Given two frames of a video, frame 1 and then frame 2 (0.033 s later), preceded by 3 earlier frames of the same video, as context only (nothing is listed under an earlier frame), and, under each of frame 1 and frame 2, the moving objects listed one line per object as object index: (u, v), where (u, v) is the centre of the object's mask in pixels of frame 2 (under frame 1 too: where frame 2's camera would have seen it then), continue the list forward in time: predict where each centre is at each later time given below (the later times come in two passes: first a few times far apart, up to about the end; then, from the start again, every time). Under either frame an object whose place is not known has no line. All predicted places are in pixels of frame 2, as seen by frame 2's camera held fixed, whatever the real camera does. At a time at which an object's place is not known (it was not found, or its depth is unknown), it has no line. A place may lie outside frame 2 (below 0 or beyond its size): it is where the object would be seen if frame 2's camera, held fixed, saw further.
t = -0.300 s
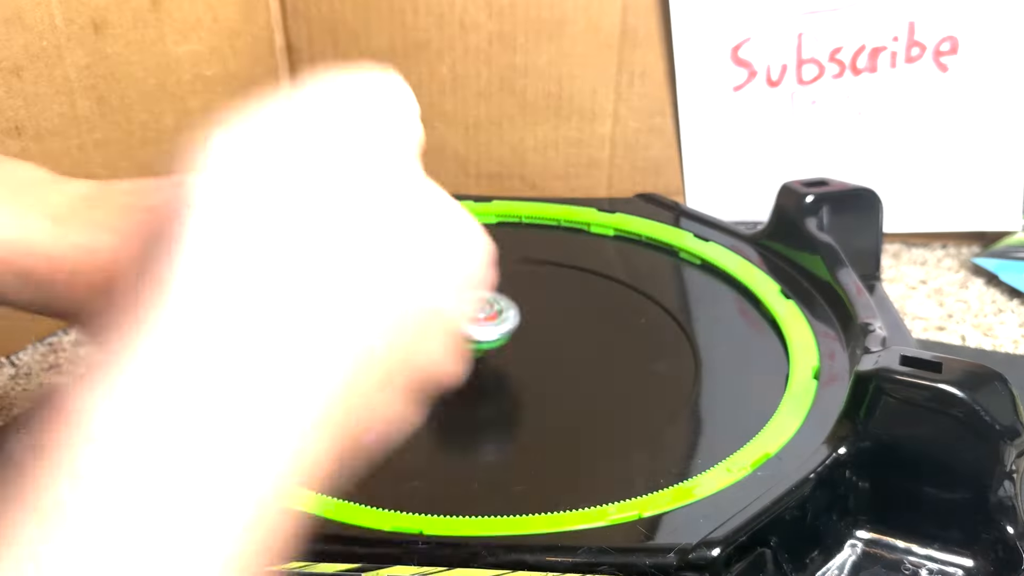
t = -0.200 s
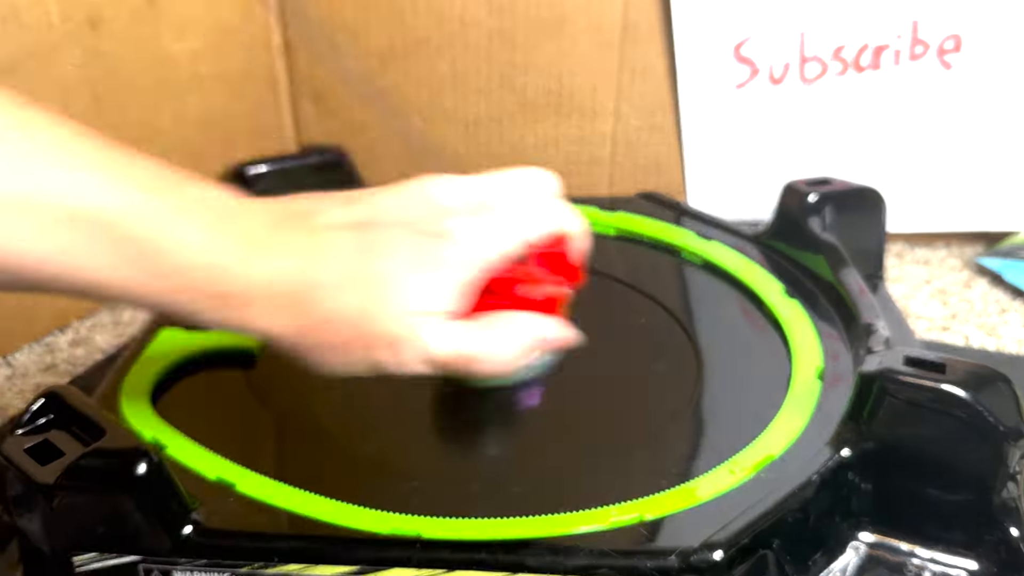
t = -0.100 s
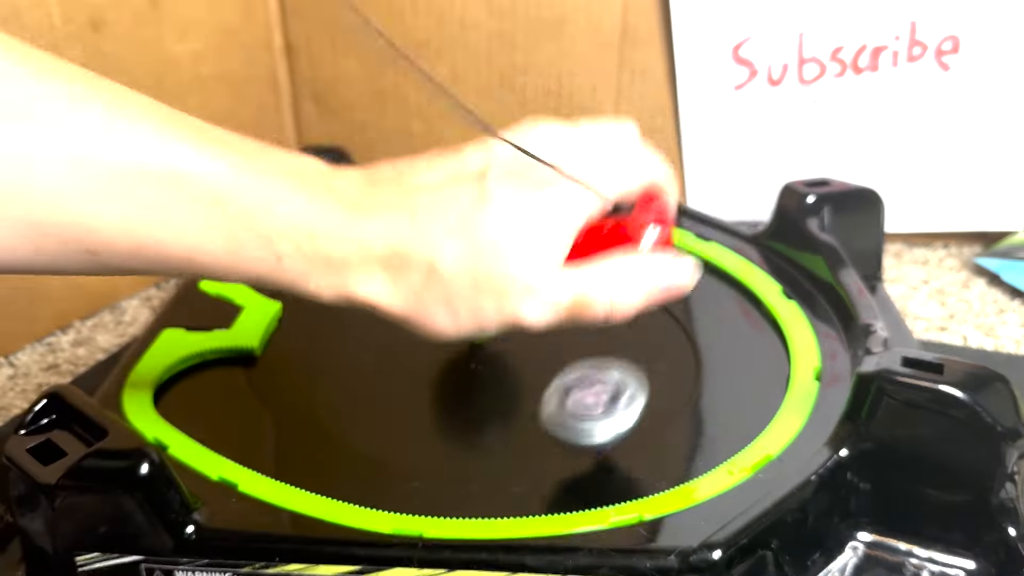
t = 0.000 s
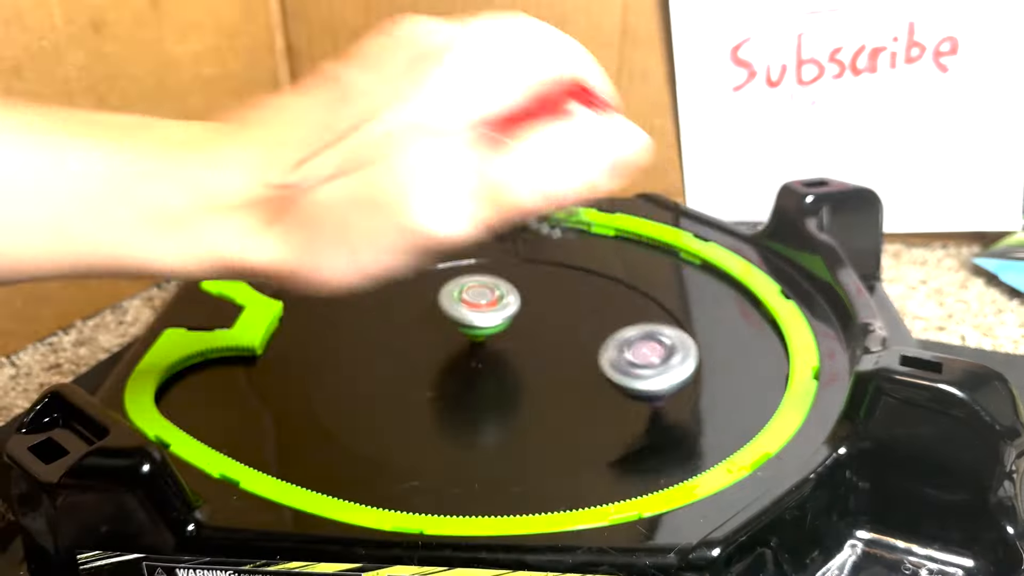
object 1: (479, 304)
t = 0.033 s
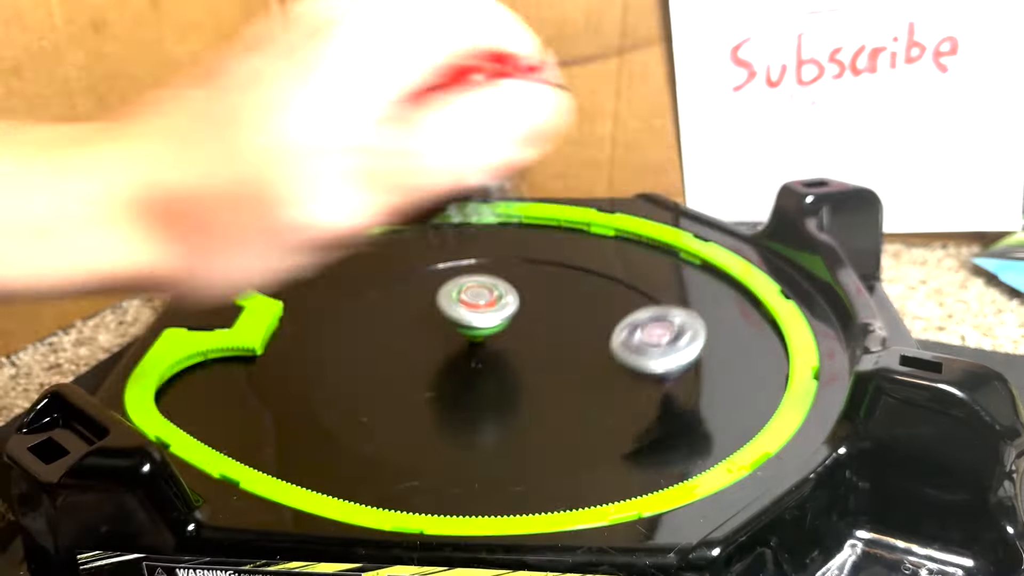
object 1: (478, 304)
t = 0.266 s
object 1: (482, 313)
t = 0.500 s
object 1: (518, 322)
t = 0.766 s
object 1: (547, 317)
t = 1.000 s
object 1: (540, 318)
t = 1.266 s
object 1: (528, 337)
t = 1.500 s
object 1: (532, 346)
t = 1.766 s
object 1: (517, 353)
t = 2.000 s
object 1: (507, 357)
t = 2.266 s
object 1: (484, 352)
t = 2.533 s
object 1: (455, 351)
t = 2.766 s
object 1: (455, 348)
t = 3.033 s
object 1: (421, 315)
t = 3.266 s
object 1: (258, 239)
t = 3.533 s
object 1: (277, 248)
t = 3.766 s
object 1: (340, 275)
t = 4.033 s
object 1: (409, 320)
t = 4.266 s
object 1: (496, 330)
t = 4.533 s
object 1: (471, 290)
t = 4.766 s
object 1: (441, 308)
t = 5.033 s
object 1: (252, 237)
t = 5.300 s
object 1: (530, 375)
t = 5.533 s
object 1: (703, 340)
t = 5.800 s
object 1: (580, 262)
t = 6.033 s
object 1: (506, 258)
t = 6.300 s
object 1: (486, 305)
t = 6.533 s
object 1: (507, 354)
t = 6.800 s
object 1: (557, 381)
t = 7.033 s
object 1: (567, 374)
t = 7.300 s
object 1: (521, 362)
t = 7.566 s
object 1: (234, 341)
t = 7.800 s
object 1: (188, 382)
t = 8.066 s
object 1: (281, 366)
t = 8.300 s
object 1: (396, 333)
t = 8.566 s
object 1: (527, 295)
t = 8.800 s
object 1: (578, 265)
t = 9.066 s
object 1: (570, 281)
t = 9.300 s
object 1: (567, 326)
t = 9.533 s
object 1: (581, 366)
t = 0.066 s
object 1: (476, 305)
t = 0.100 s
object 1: (476, 305)
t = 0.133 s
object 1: (476, 307)
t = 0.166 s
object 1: (477, 309)
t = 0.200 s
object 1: (478, 310)
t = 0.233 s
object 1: (479, 312)
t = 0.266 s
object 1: (482, 313)
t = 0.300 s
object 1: (486, 314)
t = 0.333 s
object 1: (490, 316)
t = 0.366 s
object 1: (496, 317)
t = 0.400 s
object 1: (501, 319)
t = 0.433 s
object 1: (506, 320)
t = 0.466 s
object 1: (512, 321)
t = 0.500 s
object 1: (518, 322)
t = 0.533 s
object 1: (523, 321)
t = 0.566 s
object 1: (528, 321)
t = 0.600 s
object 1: (533, 321)
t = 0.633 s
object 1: (537, 320)
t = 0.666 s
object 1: (540, 320)
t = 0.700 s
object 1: (543, 319)
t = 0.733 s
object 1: (546, 318)
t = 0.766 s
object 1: (547, 317)
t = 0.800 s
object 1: (549, 317)
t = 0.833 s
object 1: (549, 316)
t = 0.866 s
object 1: (549, 316)
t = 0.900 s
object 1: (547, 316)
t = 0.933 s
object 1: (545, 316)
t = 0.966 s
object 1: (543, 317)
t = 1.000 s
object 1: (540, 318)
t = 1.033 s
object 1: (538, 319)
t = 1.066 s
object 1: (536, 321)
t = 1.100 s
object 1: (534, 323)
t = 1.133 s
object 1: (533, 326)
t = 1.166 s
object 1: (533, 329)
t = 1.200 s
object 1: (530, 331)
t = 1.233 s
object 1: (529, 334)
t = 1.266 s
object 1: (528, 337)
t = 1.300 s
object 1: (529, 340)
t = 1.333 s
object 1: (531, 342)
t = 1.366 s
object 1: (536, 345)
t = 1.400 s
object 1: (535, 345)
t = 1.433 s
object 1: (535, 346)
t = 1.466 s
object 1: (536, 345)
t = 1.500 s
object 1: (532, 346)
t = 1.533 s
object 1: (530, 349)
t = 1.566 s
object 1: (528, 349)
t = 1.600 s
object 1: (525, 350)
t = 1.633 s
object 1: (523, 351)
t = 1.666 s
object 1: (522, 351)
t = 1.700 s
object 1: (521, 352)
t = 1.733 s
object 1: (519, 352)
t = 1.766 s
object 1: (517, 353)
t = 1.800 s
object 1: (515, 354)
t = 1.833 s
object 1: (513, 355)
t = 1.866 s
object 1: (512, 357)
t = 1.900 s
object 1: (511, 358)
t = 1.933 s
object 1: (511, 358)
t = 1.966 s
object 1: (510, 357)
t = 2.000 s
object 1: (507, 357)
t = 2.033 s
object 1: (504, 357)
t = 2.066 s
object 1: (501, 357)
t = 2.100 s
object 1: (499, 356)
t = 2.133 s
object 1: (498, 356)
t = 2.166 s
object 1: (495, 355)
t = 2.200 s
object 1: (491, 354)
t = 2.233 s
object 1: (487, 353)
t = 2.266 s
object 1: (484, 352)
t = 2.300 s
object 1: (481, 351)
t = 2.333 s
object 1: (479, 351)
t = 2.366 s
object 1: (475, 351)
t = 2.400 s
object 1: (469, 350)
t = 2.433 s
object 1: (464, 350)
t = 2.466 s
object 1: (460, 350)
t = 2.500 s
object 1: (457, 351)
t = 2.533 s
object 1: (455, 351)
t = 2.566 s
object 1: (455, 351)
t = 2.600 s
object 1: (455, 351)
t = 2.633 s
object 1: (456, 350)
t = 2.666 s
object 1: (456, 349)
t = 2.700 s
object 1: (456, 349)
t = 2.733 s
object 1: (455, 348)
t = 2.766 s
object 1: (455, 348)
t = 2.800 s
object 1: (456, 348)
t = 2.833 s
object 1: (458, 348)
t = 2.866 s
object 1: (461, 347)
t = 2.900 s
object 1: (464, 345)
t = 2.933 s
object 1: (467, 342)
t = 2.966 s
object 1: (468, 338)
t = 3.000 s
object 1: (462, 333)
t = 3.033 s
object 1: (421, 315)
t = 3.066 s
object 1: (382, 297)
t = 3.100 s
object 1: (348, 280)
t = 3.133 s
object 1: (321, 268)
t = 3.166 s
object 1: (299, 258)
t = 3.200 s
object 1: (279, 248)
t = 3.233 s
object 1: (266, 242)
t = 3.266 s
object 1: (258, 239)
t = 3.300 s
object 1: (254, 237)
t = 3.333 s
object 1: (254, 237)
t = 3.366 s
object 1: (254, 238)
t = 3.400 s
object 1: (257, 239)
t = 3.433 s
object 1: (261, 241)
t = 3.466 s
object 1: (265, 243)
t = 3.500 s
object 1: (271, 245)
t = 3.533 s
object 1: (277, 248)
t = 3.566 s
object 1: (284, 251)
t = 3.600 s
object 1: (292, 255)
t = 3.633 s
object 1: (301, 259)
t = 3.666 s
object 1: (310, 263)
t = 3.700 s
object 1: (319, 267)
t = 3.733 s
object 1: (330, 271)
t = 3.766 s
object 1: (340, 275)
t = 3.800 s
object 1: (352, 282)
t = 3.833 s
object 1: (365, 289)
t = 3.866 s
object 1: (378, 298)
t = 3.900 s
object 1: (381, 301)
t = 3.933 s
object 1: (384, 305)
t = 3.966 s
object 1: (390, 310)
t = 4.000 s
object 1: (399, 315)
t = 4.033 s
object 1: (409, 320)
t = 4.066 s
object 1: (420, 324)
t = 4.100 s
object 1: (433, 328)
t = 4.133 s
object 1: (445, 330)
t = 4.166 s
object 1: (458, 331)
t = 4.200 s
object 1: (470, 332)
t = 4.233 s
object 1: (484, 331)
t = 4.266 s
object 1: (496, 330)
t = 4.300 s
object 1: (508, 329)
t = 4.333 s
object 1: (519, 327)
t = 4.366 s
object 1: (529, 324)
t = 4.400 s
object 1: (537, 321)
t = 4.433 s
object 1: (528, 313)
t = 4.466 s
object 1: (506, 305)
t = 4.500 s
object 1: (487, 296)
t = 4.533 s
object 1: (471, 290)
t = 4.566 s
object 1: (459, 286)
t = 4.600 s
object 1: (449, 285)
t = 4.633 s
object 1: (443, 286)
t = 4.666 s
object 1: (440, 290)
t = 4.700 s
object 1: (439, 296)
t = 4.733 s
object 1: (439, 302)
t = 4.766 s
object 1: (441, 308)
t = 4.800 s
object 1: (425, 302)
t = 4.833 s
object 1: (386, 287)
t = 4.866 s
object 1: (353, 271)
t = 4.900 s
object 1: (326, 261)
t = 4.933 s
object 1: (300, 252)
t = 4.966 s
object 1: (278, 244)
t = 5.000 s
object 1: (262, 240)
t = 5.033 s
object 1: (252, 237)
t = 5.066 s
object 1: (266, 251)
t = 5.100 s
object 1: (297, 272)
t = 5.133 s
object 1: (327, 290)
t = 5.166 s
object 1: (361, 312)
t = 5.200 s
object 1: (400, 334)
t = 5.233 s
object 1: (442, 352)
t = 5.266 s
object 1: (486, 366)
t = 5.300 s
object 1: (530, 375)
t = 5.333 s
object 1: (573, 382)
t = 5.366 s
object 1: (614, 383)
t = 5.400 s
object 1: (651, 380)
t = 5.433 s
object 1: (681, 374)
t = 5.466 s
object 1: (698, 360)
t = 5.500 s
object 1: (705, 351)
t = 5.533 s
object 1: (703, 340)
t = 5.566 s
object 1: (693, 331)
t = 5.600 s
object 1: (680, 319)
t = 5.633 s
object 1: (665, 308)
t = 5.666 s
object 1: (649, 297)
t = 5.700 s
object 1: (632, 287)
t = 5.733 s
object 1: (614, 277)
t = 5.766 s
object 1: (597, 269)
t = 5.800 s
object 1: (580, 262)
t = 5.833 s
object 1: (564, 256)
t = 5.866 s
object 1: (550, 254)
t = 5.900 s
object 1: (538, 252)
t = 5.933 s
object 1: (527, 252)
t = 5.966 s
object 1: (519, 253)
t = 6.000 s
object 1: (512, 255)
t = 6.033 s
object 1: (506, 258)
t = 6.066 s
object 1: (502, 262)
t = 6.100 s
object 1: (498, 266)
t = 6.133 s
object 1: (494, 272)
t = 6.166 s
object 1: (491, 278)
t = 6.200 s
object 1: (489, 284)
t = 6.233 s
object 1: (487, 291)
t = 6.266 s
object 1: (486, 297)
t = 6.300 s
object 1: (486, 305)
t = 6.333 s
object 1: (486, 313)
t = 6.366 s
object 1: (487, 320)
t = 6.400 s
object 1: (490, 328)
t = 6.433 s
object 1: (493, 335)
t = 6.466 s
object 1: (496, 342)
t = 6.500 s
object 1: (501, 348)
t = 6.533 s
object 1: (507, 354)
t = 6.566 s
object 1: (512, 360)
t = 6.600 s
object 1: (519, 365)
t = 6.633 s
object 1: (526, 370)
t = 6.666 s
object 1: (533, 373)
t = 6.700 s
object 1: (539, 376)
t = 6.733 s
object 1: (546, 378)
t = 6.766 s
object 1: (553, 380)
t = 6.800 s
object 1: (557, 381)
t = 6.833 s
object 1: (562, 382)
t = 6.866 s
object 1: (566, 382)
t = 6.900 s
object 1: (569, 382)
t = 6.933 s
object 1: (570, 380)
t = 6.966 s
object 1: (570, 378)
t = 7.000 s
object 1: (570, 376)
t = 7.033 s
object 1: (567, 374)
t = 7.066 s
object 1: (565, 372)
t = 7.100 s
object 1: (561, 370)
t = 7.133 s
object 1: (557, 369)
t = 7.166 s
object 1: (551, 368)
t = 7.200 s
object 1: (546, 366)
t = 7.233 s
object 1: (539, 365)
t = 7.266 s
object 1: (532, 363)
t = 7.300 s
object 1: (521, 362)
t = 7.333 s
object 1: (473, 364)
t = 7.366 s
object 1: (424, 363)
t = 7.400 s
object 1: (381, 358)
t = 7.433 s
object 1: (344, 353)
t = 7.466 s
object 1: (313, 348)
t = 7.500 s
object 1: (285, 345)
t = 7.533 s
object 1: (258, 342)
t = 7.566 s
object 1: (234, 341)
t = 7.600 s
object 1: (210, 340)
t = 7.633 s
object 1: (191, 340)
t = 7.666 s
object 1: (178, 343)
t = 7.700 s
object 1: (177, 356)
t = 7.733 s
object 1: (178, 366)
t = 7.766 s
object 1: (183, 375)
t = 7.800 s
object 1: (188, 382)
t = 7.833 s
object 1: (196, 387)
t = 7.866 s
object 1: (205, 390)
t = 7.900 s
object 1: (216, 390)
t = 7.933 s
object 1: (227, 388)
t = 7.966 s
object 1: (240, 384)
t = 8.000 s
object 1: (253, 379)
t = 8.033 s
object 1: (267, 373)
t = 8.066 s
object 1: (281, 366)
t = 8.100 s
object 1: (294, 359)
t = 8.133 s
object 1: (308, 352)
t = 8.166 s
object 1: (322, 347)
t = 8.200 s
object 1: (338, 343)
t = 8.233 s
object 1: (357, 339)
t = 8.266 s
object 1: (376, 336)
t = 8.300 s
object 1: (396, 333)
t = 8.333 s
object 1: (416, 330)
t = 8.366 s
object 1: (435, 327)
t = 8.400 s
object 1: (454, 323)
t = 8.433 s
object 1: (471, 318)
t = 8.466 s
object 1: (486, 313)
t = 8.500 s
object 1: (501, 308)
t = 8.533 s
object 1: (515, 301)
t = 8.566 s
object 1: (527, 295)
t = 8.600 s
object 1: (538, 289)
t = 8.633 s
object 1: (549, 284)
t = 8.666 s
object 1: (557, 279)
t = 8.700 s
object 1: (565, 274)
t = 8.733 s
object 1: (570, 270)
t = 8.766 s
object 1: (575, 267)
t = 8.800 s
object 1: (578, 265)
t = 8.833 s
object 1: (580, 264)
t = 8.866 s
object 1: (580, 264)
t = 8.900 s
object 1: (580, 265)
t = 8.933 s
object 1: (579, 267)
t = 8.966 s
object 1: (577, 269)
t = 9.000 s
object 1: (575, 273)
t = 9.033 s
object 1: (572, 277)
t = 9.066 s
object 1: (570, 281)
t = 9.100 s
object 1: (568, 287)
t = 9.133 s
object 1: (566, 293)
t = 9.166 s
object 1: (565, 299)
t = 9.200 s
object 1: (565, 306)
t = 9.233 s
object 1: (565, 313)
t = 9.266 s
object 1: (566, 320)
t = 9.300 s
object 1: (567, 326)
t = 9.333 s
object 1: (569, 333)
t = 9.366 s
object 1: (571, 339)
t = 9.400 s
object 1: (573, 345)
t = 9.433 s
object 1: (575, 351)
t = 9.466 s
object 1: (578, 356)
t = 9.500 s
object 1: (580, 361)
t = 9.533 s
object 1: (581, 366)
